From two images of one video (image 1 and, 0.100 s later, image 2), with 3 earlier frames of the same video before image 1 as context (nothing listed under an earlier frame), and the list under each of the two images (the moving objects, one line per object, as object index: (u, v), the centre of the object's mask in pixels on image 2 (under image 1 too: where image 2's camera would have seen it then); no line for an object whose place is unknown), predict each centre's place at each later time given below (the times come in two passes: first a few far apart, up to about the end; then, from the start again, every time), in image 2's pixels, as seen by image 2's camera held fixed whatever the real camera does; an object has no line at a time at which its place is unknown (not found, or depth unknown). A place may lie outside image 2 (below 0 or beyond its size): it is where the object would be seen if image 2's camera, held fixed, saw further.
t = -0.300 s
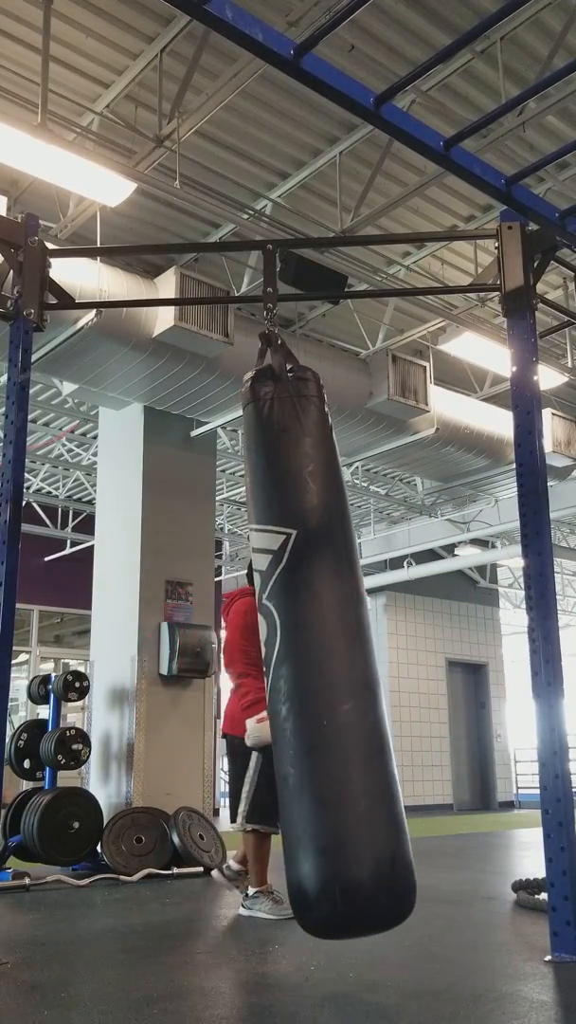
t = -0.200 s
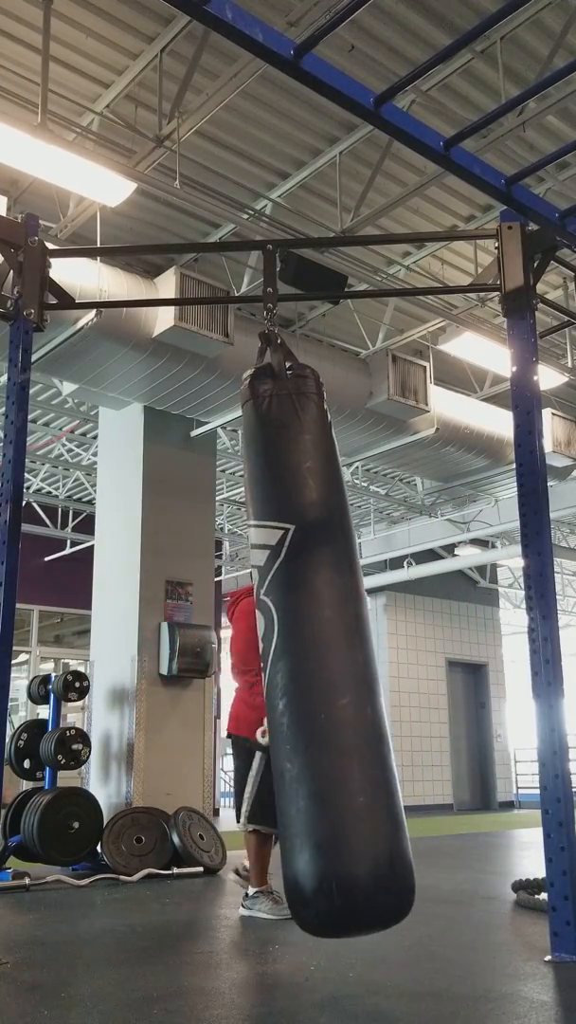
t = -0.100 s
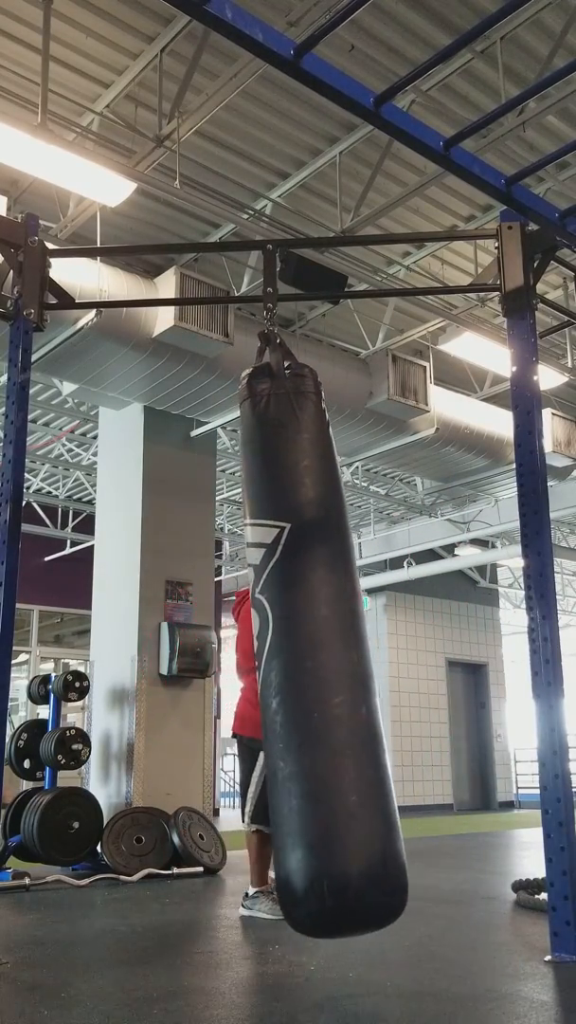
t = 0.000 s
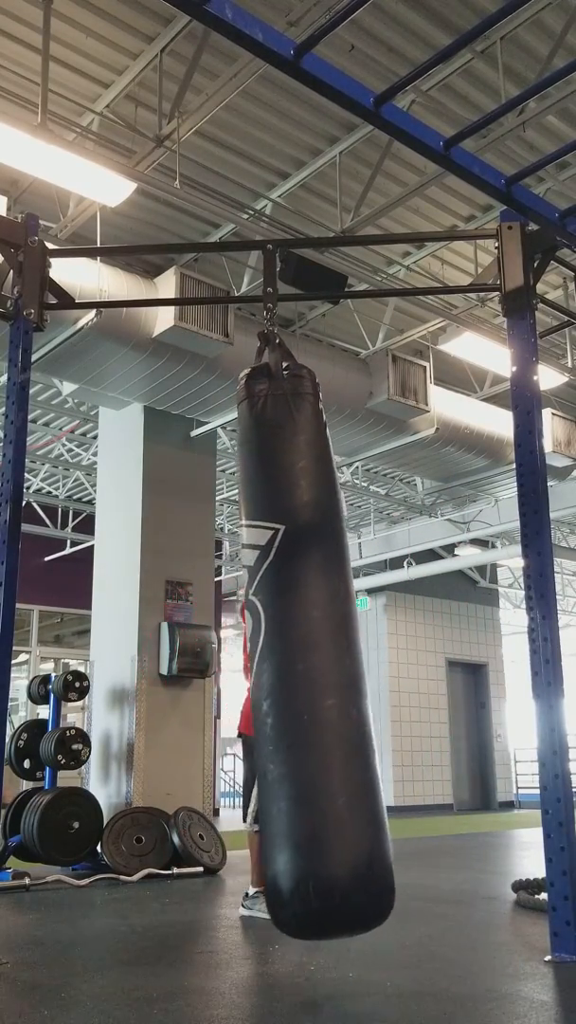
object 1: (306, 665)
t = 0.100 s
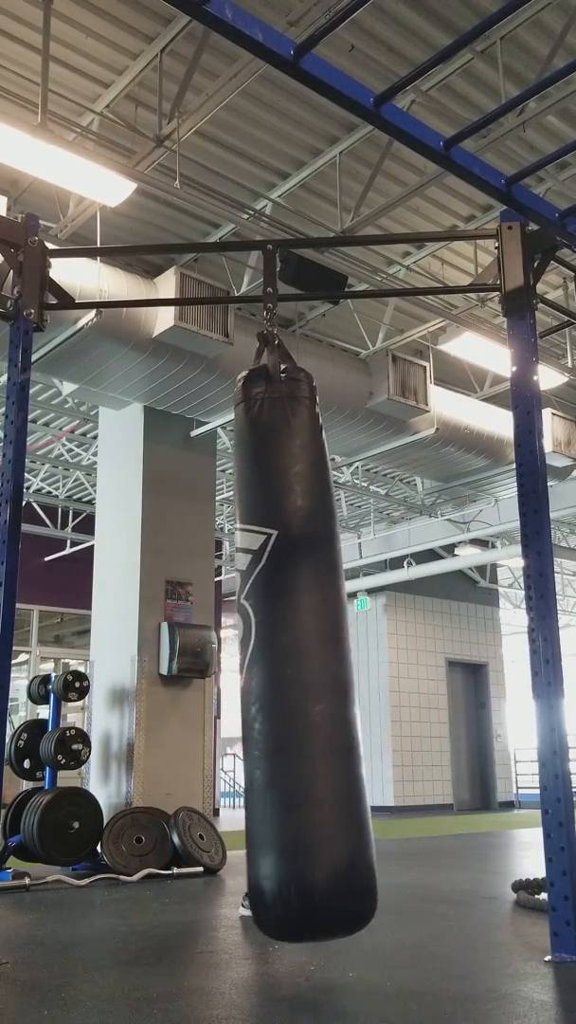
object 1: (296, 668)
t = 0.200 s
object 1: (284, 668)
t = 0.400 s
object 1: (262, 668)
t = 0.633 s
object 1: (243, 658)
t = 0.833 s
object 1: (237, 647)
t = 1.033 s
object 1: (239, 639)
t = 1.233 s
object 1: (247, 638)
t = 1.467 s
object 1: (264, 647)
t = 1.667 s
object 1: (282, 657)
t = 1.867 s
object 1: (300, 664)
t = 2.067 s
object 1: (313, 665)
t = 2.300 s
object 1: (316, 663)
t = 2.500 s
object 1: (305, 664)
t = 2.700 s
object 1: (284, 667)
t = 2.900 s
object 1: (263, 668)
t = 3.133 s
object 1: (245, 659)
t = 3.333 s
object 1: (239, 647)
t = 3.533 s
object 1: (241, 638)
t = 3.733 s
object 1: (249, 635)
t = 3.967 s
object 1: (264, 642)
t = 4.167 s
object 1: (280, 652)
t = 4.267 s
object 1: (289, 656)
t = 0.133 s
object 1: (292, 668)
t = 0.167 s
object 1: (288, 669)
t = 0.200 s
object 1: (284, 668)
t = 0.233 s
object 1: (281, 669)
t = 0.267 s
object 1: (277, 669)
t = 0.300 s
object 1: (273, 670)
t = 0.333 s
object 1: (269, 669)
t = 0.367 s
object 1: (265, 668)
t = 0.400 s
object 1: (262, 668)
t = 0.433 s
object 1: (259, 667)
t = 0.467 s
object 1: (255, 666)
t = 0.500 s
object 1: (252, 665)
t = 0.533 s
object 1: (250, 664)
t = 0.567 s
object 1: (247, 662)
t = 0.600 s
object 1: (245, 660)
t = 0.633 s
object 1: (243, 658)
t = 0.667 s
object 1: (241, 656)
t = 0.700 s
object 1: (240, 654)
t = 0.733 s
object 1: (239, 652)
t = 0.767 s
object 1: (238, 651)
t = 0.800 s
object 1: (238, 649)
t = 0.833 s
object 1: (237, 647)
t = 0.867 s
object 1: (237, 645)
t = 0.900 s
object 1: (237, 643)
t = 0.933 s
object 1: (237, 641)
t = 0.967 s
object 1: (238, 641)
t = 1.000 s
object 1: (238, 639)
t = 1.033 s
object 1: (239, 639)
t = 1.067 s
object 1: (240, 638)
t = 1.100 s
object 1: (241, 638)
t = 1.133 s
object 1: (243, 638)
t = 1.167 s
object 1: (244, 637)
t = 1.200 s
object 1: (246, 637)
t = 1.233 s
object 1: (247, 638)
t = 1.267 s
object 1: (249, 639)
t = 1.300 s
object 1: (251, 640)
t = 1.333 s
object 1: (253, 642)
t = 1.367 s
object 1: (256, 643)
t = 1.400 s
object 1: (258, 644)
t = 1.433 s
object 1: (261, 646)
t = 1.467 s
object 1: (264, 647)
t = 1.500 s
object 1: (266, 649)
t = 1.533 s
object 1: (270, 650)
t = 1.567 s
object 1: (272, 652)
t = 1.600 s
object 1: (275, 654)
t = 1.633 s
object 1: (279, 655)
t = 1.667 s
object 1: (282, 657)
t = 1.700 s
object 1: (285, 658)
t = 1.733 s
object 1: (288, 660)
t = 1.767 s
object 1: (291, 661)
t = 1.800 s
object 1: (294, 663)
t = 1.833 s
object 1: (297, 663)
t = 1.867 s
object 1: (300, 664)
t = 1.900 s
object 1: (303, 665)
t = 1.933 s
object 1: (305, 665)
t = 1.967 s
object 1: (307, 665)
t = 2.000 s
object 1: (309, 665)
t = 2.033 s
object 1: (311, 665)
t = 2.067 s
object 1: (313, 665)
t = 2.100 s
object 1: (314, 665)
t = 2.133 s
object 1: (315, 664)
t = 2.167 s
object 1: (316, 664)
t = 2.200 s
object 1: (316, 664)
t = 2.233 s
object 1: (316, 664)
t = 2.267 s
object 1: (316, 664)
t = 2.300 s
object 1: (316, 663)
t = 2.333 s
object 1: (314, 664)
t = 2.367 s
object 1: (313, 664)
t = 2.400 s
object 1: (312, 663)
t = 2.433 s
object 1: (310, 664)
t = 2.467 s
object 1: (307, 664)
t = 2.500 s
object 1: (305, 664)
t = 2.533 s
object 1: (302, 665)
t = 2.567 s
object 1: (298, 665)
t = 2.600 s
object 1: (295, 666)
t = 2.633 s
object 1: (292, 666)
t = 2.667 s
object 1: (288, 666)
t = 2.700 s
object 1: (284, 667)
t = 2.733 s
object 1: (281, 667)
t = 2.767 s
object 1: (277, 668)
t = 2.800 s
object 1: (273, 668)
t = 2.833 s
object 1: (270, 668)
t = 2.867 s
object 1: (266, 668)
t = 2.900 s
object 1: (263, 668)
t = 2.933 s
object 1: (260, 667)
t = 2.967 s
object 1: (257, 666)
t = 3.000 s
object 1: (254, 665)
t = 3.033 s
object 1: (252, 663)
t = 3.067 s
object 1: (249, 662)
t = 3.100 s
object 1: (247, 660)
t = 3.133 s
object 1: (245, 659)
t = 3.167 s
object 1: (244, 657)
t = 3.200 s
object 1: (242, 655)
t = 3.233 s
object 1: (241, 653)
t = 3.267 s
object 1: (240, 652)
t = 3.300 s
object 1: (240, 649)
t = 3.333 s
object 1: (239, 647)
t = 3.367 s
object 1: (239, 645)
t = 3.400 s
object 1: (239, 644)
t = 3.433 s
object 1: (240, 642)
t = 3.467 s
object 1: (240, 640)
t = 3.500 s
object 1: (241, 639)
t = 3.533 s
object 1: (241, 638)
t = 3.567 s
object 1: (242, 637)
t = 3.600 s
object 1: (243, 636)
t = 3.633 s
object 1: (245, 635)
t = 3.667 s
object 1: (246, 635)
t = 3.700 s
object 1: (248, 635)
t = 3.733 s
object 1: (249, 635)
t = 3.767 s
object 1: (251, 635)
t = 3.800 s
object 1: (253, 635)
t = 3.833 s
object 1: (255, 637)
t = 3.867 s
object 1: (257, 638)
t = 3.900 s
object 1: (260, 639)
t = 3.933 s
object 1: (262, 640)
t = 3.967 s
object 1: (264, 642)
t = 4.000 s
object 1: (267, 643)
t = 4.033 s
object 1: (270, 644)
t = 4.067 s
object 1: (272, 646)
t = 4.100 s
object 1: (275, 648)
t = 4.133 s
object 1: (278, 650)
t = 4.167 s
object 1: (280, 652)
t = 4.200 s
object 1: (283, 653)
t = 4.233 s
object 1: (286, 655)
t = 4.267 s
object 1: (289, 656)
